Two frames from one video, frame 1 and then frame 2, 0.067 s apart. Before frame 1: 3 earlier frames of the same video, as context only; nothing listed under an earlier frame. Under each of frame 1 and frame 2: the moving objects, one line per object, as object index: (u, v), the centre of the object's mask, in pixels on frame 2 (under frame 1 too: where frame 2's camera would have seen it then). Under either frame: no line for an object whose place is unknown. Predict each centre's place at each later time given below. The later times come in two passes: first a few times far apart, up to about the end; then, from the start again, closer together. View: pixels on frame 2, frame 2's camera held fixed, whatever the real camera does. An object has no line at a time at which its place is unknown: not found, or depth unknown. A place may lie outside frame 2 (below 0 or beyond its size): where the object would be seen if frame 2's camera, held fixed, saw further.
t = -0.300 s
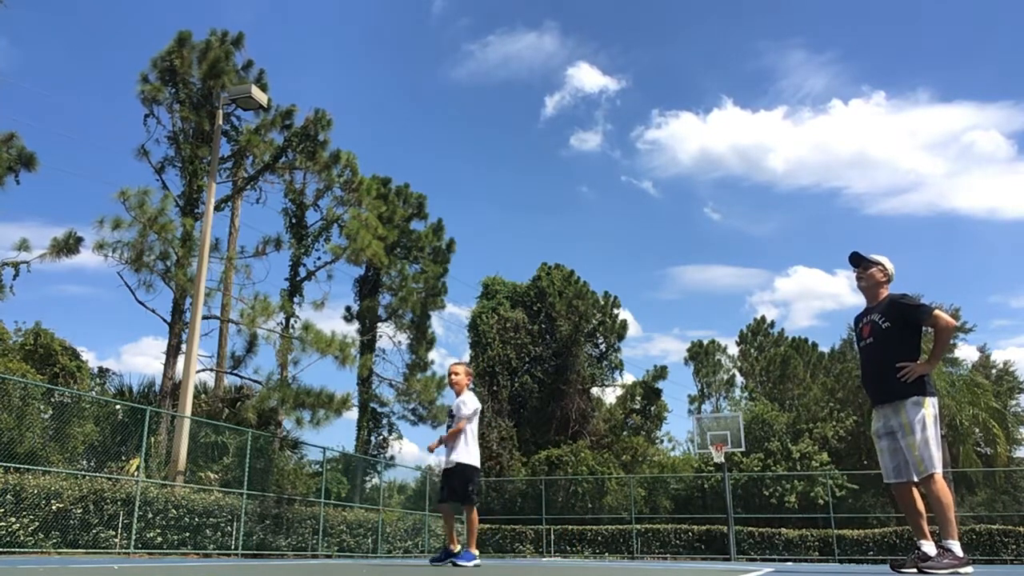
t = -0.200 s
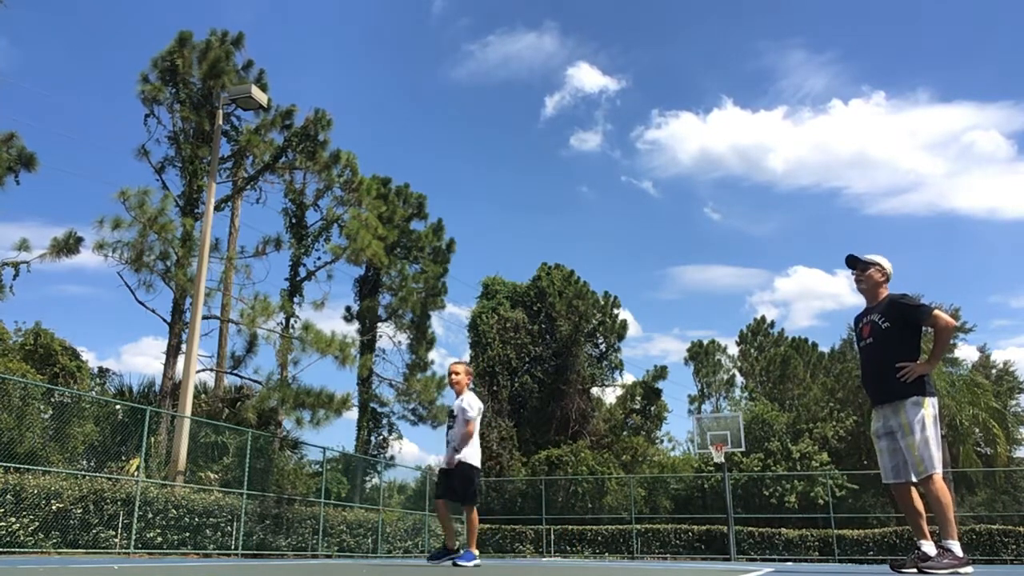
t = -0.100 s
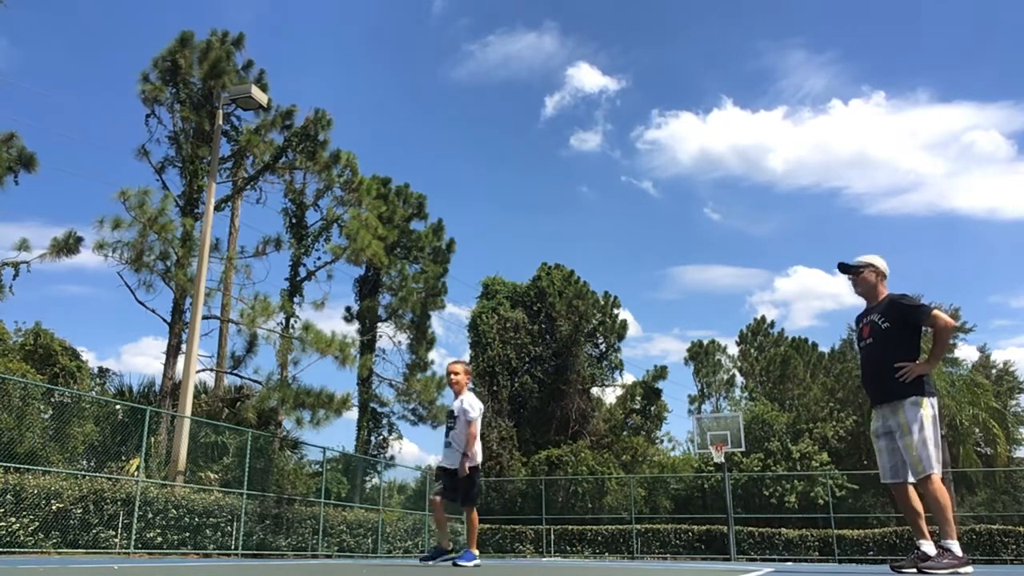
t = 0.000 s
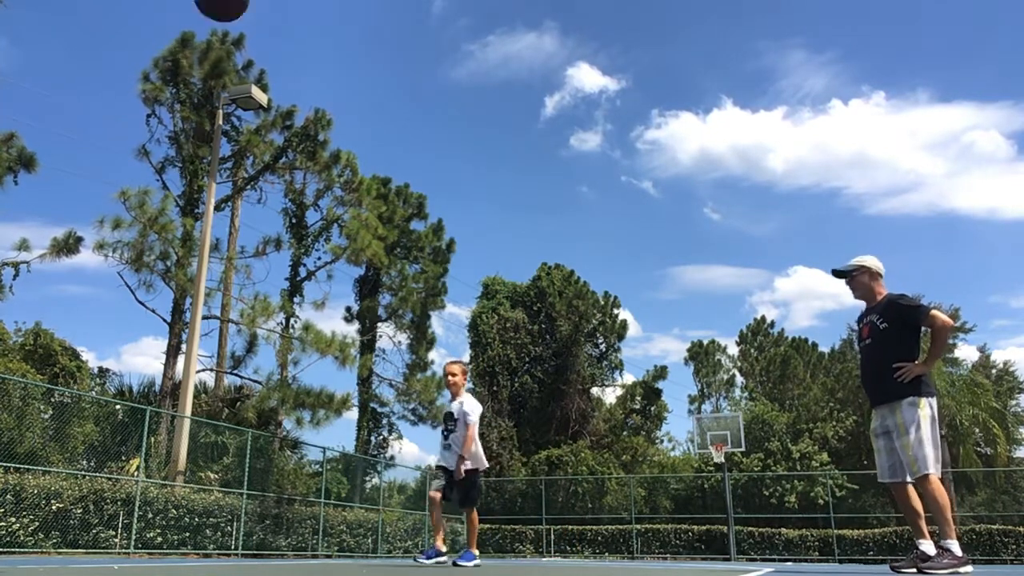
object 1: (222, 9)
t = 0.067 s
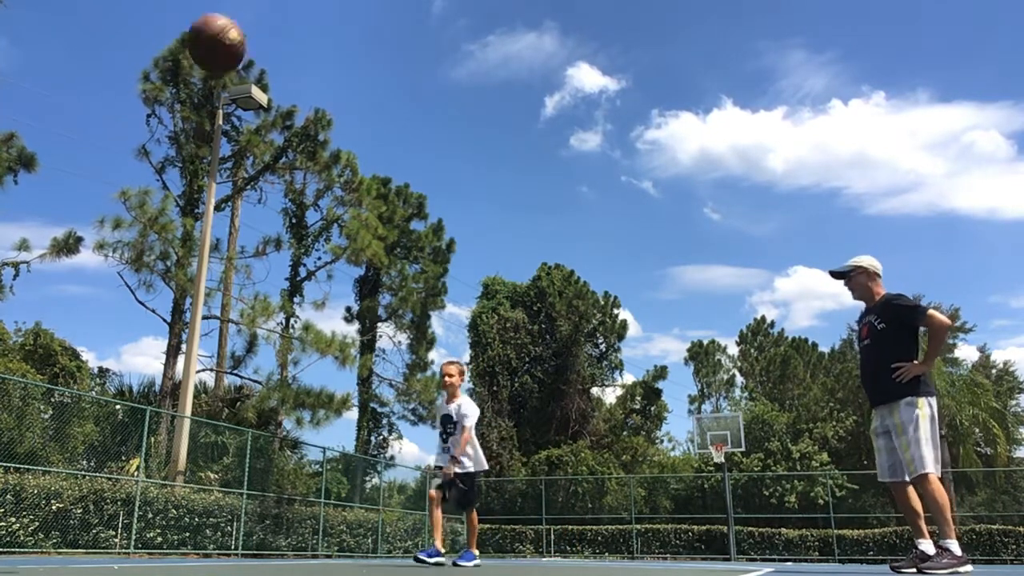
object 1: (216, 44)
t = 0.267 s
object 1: (194, 292)
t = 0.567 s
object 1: (174, 288)
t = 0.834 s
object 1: (165, 54)
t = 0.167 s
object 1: (206, 147)
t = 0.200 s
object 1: (202, 190)
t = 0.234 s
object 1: (198, 239)
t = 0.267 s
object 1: (194, 292)
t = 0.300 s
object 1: (188, 352)
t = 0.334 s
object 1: (181, 419)
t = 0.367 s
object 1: (174, 494)
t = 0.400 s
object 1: (169, 532)
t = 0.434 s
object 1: (171, 477)
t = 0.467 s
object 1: (173, 424)
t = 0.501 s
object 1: (173, 375)
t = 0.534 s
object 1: (174, 330)
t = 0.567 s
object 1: (174, 288)
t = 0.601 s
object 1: (174, 249)
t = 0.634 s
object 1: (173, 213)
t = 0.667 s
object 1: (173, 181)
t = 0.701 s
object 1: (172, 150)
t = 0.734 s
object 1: (171, 122)
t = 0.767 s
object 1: (169, 97)
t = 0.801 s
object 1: (167, 74)
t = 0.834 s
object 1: (165, 54)
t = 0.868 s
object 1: (162, 37)
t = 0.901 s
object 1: (159, 26)
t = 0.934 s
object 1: (157, 19)
